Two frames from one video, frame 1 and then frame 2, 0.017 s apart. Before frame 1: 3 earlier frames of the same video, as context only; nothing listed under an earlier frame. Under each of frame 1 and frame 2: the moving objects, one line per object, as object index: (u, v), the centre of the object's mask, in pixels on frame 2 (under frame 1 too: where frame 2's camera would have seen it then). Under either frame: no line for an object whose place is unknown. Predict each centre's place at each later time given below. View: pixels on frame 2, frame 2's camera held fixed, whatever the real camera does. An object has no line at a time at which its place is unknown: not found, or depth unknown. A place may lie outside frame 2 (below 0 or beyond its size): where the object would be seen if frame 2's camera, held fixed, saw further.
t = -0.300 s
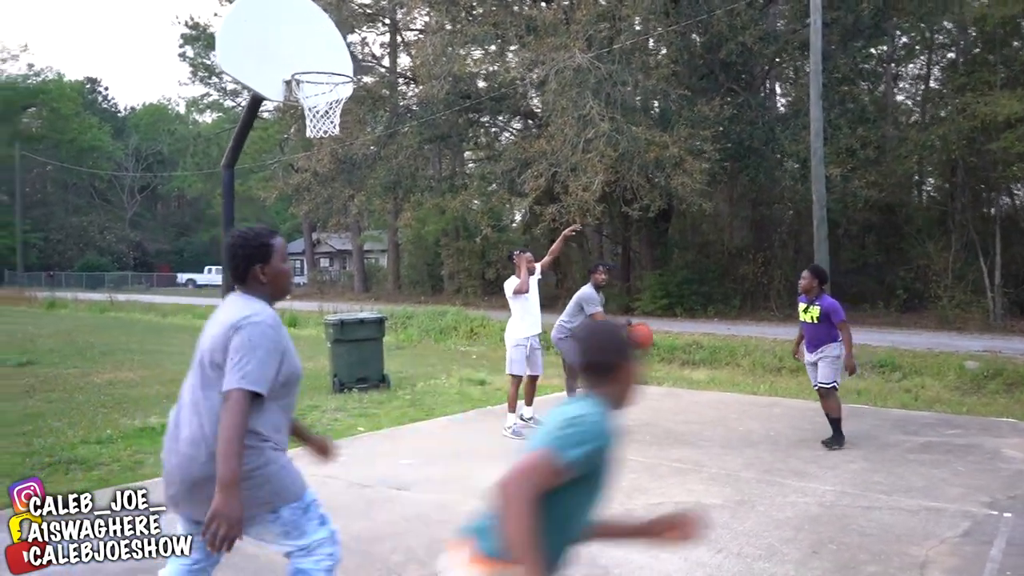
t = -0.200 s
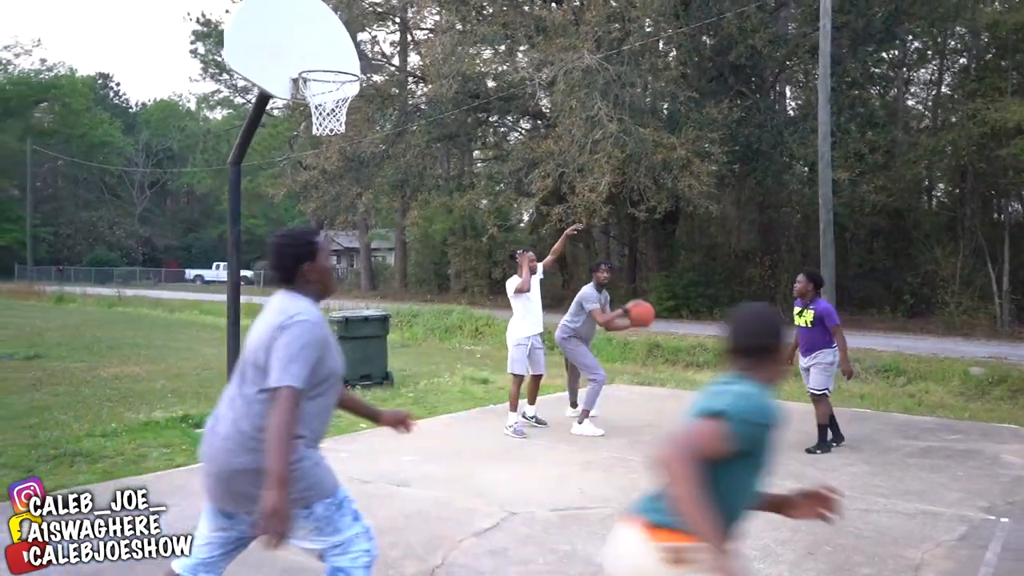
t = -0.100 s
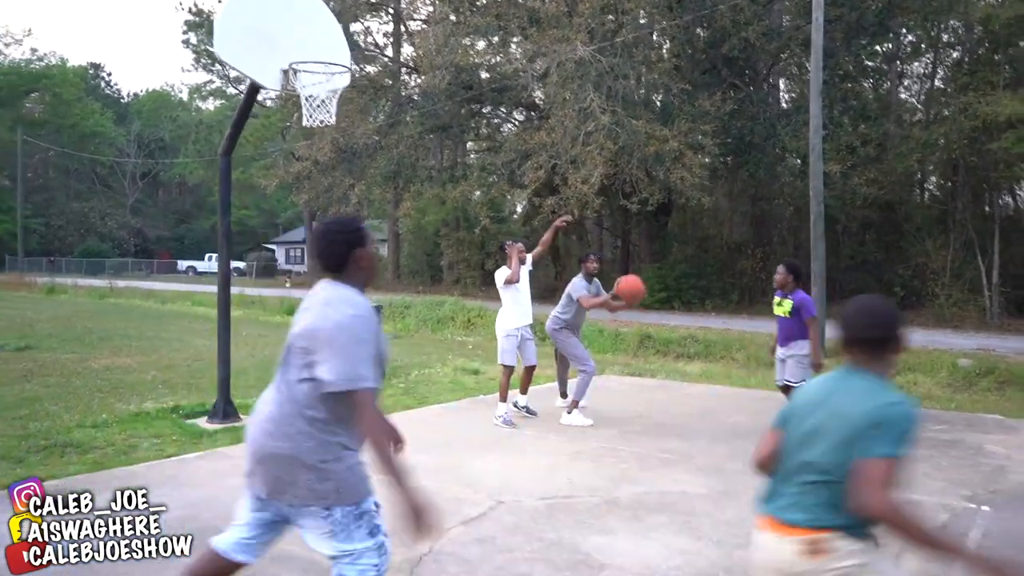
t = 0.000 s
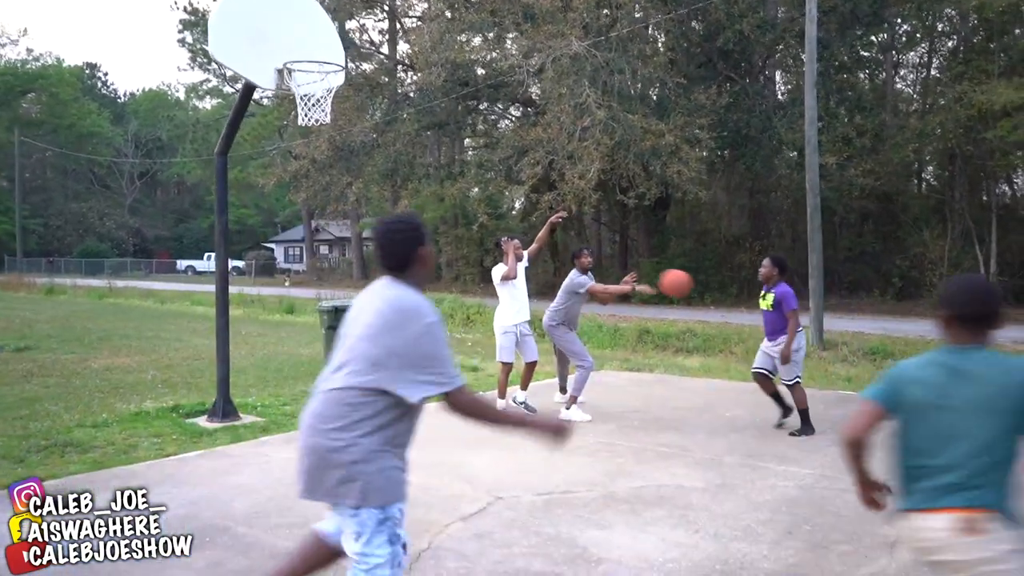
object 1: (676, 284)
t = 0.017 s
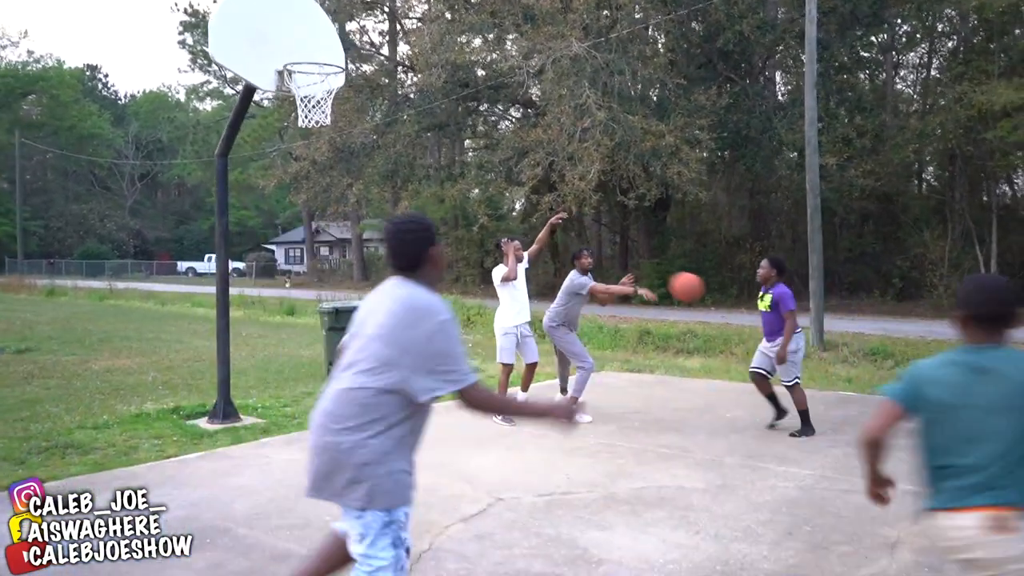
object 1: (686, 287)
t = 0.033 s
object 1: (697, 290)
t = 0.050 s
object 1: (708, 292)
